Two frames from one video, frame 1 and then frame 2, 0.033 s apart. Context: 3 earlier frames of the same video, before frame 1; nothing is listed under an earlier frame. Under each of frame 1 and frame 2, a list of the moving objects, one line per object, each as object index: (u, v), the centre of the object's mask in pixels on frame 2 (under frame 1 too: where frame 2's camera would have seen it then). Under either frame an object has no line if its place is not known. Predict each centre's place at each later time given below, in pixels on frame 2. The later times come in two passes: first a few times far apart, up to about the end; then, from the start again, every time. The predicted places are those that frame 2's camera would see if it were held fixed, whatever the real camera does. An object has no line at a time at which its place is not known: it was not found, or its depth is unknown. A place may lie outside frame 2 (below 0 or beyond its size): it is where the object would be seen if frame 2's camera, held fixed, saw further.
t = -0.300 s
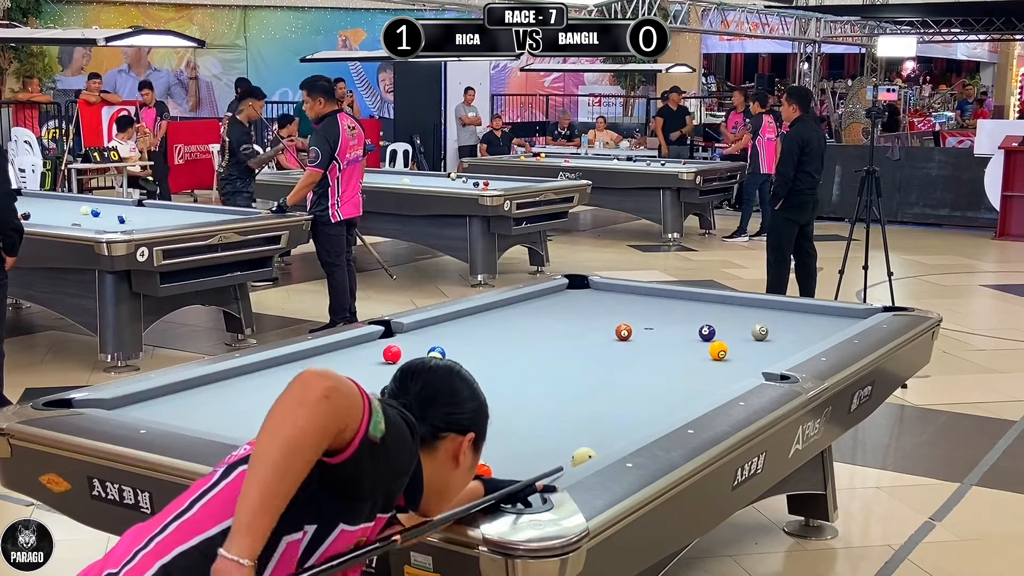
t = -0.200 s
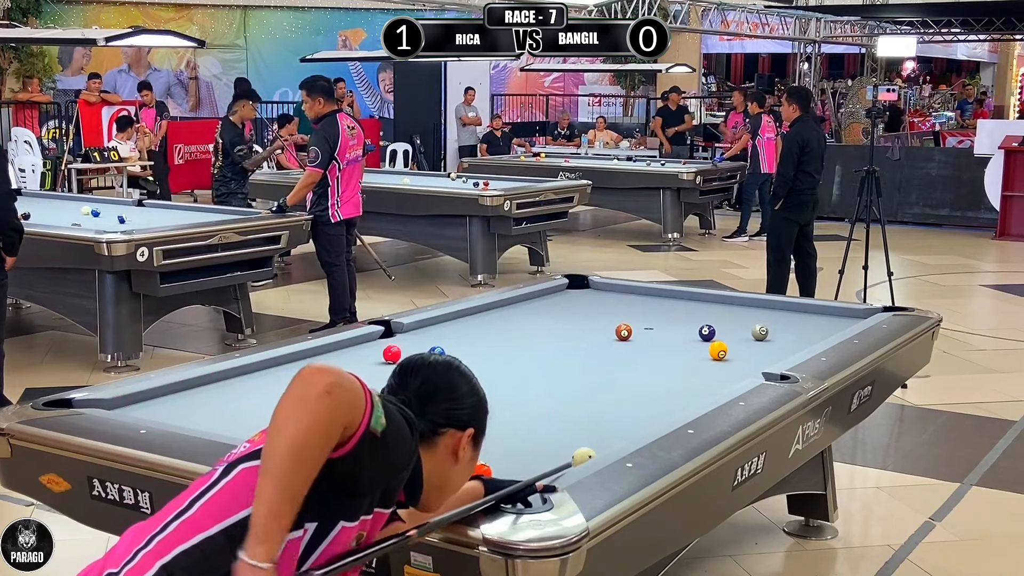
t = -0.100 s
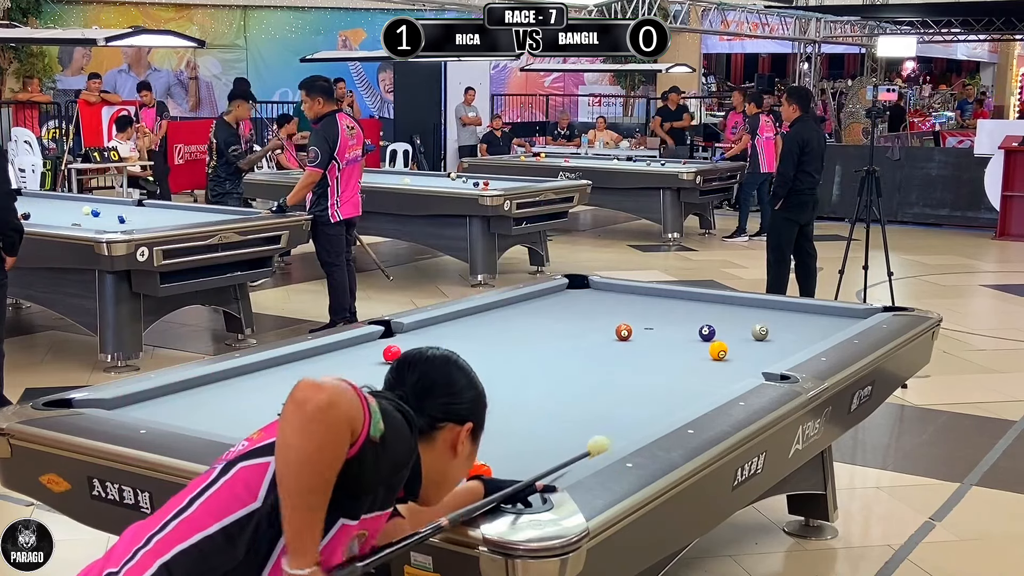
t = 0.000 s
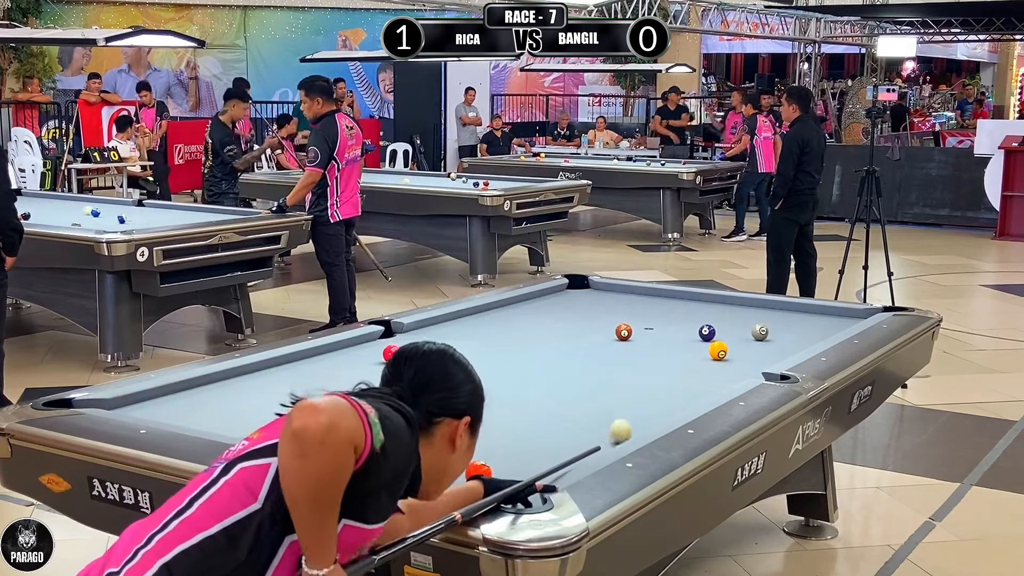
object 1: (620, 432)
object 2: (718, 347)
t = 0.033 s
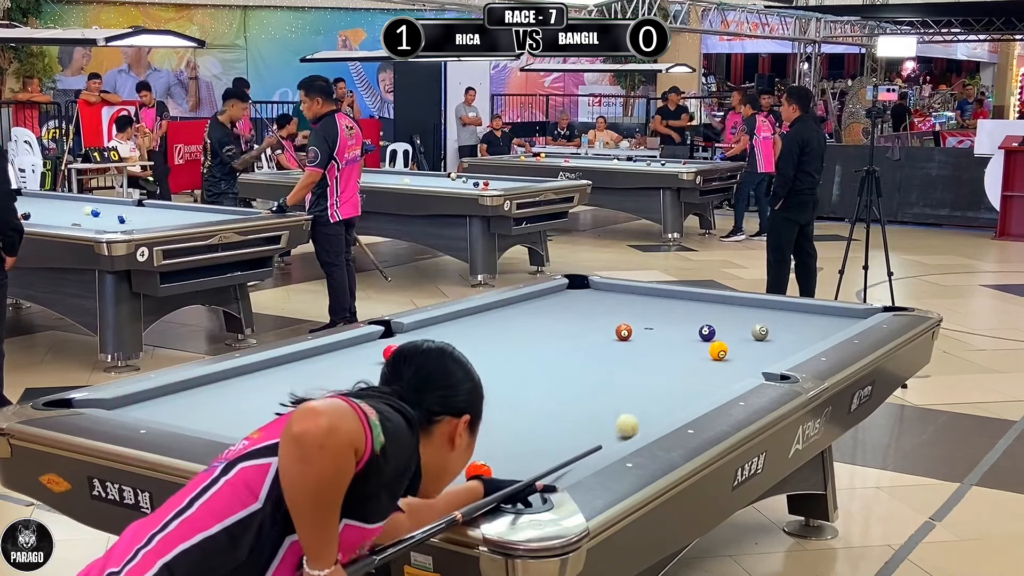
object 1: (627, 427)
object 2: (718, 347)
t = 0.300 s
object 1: (673, 389)
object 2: (718, 347)
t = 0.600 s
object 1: (713, 357)
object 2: (720, 346)
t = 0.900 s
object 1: (730, 350)
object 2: (733, 332)
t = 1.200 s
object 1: (746, 345)
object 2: (743, 317)
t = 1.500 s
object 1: (760, 340)
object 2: (752, 306)
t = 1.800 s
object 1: (772, 335)
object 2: (742, 304)
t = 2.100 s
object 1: (786, 332)
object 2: (722, 308)
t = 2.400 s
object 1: (798, 329)
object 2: (702, 313)
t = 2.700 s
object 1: (809, 327)
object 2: (683, 317)
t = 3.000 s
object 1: (818, 325)
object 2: (665, 320)
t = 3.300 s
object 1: (825, 323)
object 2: (648, 323)
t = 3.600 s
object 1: (831, 321)
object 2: (632, 326)
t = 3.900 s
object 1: (835, 320)
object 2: (615, 326)
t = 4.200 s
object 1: (839, 318)
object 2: (606, 329)
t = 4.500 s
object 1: (840, 318)
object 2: (600, 329)
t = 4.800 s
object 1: (841, 317)
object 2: (594, 329)
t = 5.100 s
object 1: (841, 317)
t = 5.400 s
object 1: (841, 317)
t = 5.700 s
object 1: (841, 317)
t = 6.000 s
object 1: (841, 317)
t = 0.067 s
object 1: (634, 421)
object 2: (718, 347)
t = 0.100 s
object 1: (640, 416)
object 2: (718, 347)
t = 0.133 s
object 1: (646, 411)
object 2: (718, 347)
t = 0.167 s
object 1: (651, 406)
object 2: (718, 347)
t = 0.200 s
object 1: (657, 402)
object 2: (718, 347)
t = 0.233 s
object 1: (663, 398)
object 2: (718, 347)
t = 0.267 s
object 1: (667, 393)
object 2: (718, 347)
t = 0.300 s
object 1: (673, 389)
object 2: (718, 347)
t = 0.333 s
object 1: (678, 385)
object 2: (718, 347)
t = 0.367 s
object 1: (683, 381)
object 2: (718, 347)
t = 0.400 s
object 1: (687, 377)
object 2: (718, 347)
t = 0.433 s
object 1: (692, 374)
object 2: (718, 347)
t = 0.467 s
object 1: (696, 370)
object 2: (718, 347)
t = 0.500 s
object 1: (701, 367)
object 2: (718, 347)
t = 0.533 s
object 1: (705, 363)
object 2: (718, 347)
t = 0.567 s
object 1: (709, 360)
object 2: (719, 347)
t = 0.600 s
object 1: (713, 357)
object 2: (720, 346)
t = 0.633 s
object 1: (716, 355)
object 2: (722, 345)
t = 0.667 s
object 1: (718, 354)
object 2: (723, 342)
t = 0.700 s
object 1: (719, 354)
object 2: (724, 340)
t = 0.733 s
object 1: (721, 354)
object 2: (724, 338)
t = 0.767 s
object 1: (723, 353)
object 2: (725, 338)
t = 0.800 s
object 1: (725, 353)
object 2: (728, 336)
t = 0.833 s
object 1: (727, 352)
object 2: (730, 335)
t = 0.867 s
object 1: (728, 351)
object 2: (732, 333)
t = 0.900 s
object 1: (730, 350)
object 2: (733, 332)
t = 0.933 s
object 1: (733, 350)
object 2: (734, 331)
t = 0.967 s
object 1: (734, 349)
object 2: (734, 329)
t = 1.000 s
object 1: (736, 348)
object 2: (736, 327)
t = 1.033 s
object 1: (738, 347)
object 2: (738, 325)
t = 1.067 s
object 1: (740, 347)
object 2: (739, 324)
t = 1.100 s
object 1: (741, 346)
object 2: (740, 322)
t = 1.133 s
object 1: (743, 346)
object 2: (741, 321)
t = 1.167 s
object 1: (745, 345)
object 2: (741, 319)
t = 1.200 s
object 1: (746, 345)
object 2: (743, 317)
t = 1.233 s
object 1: (748, 344)
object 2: (745, 316)
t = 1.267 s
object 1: (749, 344)
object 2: (745, 315)
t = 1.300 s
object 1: (751, 343)
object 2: (747, 314)
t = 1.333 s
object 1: (752, 342)
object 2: (747, 312)
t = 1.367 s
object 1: (754, 342)
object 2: (749, 311)
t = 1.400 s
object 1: (756, 341)
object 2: (750, 309)
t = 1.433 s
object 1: (757, 341)
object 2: (751, 308)
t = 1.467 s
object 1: (759, 340)
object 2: (752, 307)
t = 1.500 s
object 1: (760, 340)
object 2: (752, 306)
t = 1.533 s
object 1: (761, 339)
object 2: (753, 304)
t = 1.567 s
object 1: (763, 339)
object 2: (754, 303)
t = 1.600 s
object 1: (764, 338)
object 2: (755, 302)
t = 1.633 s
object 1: (766, 337)
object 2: (754, 302)
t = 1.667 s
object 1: (767, 337)
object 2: (751, 303)
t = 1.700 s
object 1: (768, 337)
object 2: (749, 303)
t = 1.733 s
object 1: (770, 336)
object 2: (747, 303)
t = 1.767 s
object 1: (771, 336)
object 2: (745, 303)
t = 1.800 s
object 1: (772, 335)
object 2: (742, 304)
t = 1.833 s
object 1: (774, 335)
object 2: (740, 305)
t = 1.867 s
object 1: (775, 334)
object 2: (738, 305)
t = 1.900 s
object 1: (777, 334)
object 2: (735, 306)
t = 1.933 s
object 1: (778, 334)
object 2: (733, 306)
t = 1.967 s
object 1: (780, 333)
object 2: (731, 307)
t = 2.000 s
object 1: (781, 333)
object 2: (729, 307)
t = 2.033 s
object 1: (783, 333)
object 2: (726, 307)
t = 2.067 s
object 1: (785, 332)
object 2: (724, 308)
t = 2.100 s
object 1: (786, 332)
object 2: (722, 308)
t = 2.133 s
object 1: (787, 332)
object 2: (720, 309)
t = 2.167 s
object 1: (789, 331)
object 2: (718, 309)
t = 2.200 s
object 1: (790, 331)
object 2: (715, 310)
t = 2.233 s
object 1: (791, 331)
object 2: (713, 310)
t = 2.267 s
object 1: (792, 330)
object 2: (711, 311)
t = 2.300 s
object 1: (794, 330)
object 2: (709, 311)
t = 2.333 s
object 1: (796, 330)
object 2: (707, 311)
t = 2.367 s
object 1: (797, 330)
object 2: (705, 312)
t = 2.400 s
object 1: (798, 329)
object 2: (702, 313)
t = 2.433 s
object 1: (799, 329)
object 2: (700, 313)
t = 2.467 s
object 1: (801, 328)
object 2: (698, 314)
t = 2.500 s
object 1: (802, 328)
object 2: (696, 314)
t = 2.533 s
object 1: (803, 328)
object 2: (694, 314)
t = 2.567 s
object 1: (804, 328)
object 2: (691, 315)
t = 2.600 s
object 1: (805, 327)
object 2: (690, 315)
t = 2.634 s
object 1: (807, 327)
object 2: (687, 316)
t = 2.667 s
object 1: (808, 327)
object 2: (685, 316)
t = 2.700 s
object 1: (809, 327)
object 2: (683, 317)
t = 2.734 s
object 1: (810, 327)
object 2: (681, 317)
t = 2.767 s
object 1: (811, 326)
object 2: (679, 317)
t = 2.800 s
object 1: (812, 326)
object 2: (677, 318)
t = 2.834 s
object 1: (813, 326)
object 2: (675, 318)
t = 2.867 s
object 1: (814, 325)
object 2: (673, 319)
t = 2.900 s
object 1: (815, 325)
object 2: (671, 319)
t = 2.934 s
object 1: (816, 325)
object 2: (669, 320)
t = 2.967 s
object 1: (817, 325)
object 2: (667, 320)
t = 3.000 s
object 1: (818, 325)
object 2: (665, 320)
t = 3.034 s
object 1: (819, 324)
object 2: (664, 319)
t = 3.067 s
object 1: (820, 324)
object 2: (661, 321)
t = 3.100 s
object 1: (821, 324)
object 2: (658, 321)
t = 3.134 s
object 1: (821, 324)
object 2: (657, 322)
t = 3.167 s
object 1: (822, 324)
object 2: (655, 322)
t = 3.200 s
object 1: (823, 323)
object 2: (653, 323)
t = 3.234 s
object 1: (824, 323)
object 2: (651, 323)
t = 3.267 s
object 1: (824, 323)
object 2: (649, 324)
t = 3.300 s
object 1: (825, 323)
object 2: (648, 323)
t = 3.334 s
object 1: (826, 323)
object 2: (646, 324)
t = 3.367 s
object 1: (827, 322)
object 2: (643, 324)
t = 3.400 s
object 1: (827, 322)
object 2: (641, 325)
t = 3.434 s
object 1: (827, 322)
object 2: (640, 325)
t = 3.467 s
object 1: (828, 322)
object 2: (638, 326)
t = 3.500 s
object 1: (829, 321)
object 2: (637, 326)
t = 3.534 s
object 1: (829, 321)
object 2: (635, 326)
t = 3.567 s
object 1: (830, 321)
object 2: (634, 326)
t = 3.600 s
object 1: (831, 321)
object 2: (632, 326)
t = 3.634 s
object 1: (831, 321)
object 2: (631, 326)
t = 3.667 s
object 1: (832, 321)
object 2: (630, 325)
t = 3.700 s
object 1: (832, 320)
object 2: (628, 324)
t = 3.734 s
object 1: (833, 320)
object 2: (625, 323)
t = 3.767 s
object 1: (834, 320)
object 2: (622, 324)
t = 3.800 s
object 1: (834, 320)
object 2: (621, 324)
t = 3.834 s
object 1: (835, 320)
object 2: (619, 325)
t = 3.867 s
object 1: (835, 320)
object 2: (617, 326)
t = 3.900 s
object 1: (835, 320)
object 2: (615, 326)
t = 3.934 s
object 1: (836, 319)
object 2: (614, 327)
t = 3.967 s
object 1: (836, 319)
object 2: (613, 327)
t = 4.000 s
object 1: (837, 319)
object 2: (613, 327)
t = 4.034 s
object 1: (837, 319)
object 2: (611, 328)
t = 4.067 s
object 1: (838, 319)
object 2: (610, 328)
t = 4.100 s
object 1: (838, 319)
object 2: (609, 328)
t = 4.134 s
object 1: (838, 319)
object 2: (608, 328)
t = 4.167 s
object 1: (839, 319)
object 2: (607, 328)
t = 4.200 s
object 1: (839, 318)
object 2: (606, 329)
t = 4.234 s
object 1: (839, 318)
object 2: (606, 329)
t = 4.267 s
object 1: (839, 318)
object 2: (605, 329)
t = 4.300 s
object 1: (840, 318)
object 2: (604, 329)
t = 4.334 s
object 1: (840, 318)
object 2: (603, 329)
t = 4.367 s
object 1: (840, 318)
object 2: (603, 329)
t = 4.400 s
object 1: (840, 318)
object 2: (602, 329)
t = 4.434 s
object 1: (840, 318)
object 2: (601, 329)
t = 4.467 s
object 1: (840, 318)
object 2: (600, 329)
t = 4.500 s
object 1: (840, 318)
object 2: (600, 329)
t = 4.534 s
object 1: (840, 318)
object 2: (599, 329)
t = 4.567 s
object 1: (840, 318)
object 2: (598, 329)
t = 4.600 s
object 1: (840, 317)
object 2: (597, 329)
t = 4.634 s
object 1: (840, 317)
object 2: (596, 329)
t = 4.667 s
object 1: (840, 317)
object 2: (596, 329)
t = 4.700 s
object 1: (840, 317)
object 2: (595, 329)
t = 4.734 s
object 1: (841, 317)
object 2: (595, 329)
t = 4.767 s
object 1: (841, 317)
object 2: (594, 329)
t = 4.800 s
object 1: (841, 317)
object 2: (594, 329)
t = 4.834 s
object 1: (841, 317)
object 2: (593, 329)
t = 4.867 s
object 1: (841, 317)
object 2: (593, 329)
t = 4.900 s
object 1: (841, 317)
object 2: (592, 329)
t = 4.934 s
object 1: (841, 317)
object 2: (592, 329)
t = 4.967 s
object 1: (841, 317)
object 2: (591, 329)
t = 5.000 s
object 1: (841, 317)
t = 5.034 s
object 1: (841, 317)
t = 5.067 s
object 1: (841, 317)
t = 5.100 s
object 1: (841, 317)
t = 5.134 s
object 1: (841, 317)
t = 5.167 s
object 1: (841, 317)
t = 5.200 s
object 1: (841, 317)
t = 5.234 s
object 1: (841, 317)
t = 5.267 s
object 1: (841, 317)
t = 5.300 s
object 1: (841, 317)
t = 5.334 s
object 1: (841, 317)
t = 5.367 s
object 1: (841, 317)
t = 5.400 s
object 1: (841, 317)
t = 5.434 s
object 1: (841, 317)
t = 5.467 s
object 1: (841, 317)
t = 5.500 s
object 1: (841, 317)
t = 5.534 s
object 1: (841, 317)
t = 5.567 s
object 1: (841, 317)
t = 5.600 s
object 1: (841, 317)
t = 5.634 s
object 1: (841, 317)
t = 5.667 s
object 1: (841, 317)
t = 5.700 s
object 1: (841, 317)
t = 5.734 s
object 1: (841, 317)
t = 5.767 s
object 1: (841, 317)
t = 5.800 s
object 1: (841, 317)
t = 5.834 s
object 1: (841, 317)
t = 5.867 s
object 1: (841, 317)
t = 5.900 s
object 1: (841, 317)
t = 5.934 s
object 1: (841, 317)
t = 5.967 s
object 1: (841, 317)
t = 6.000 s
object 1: (841, 317)
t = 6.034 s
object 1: (841, 317)
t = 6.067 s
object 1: (841, 317)
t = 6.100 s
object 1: (841, 317)
